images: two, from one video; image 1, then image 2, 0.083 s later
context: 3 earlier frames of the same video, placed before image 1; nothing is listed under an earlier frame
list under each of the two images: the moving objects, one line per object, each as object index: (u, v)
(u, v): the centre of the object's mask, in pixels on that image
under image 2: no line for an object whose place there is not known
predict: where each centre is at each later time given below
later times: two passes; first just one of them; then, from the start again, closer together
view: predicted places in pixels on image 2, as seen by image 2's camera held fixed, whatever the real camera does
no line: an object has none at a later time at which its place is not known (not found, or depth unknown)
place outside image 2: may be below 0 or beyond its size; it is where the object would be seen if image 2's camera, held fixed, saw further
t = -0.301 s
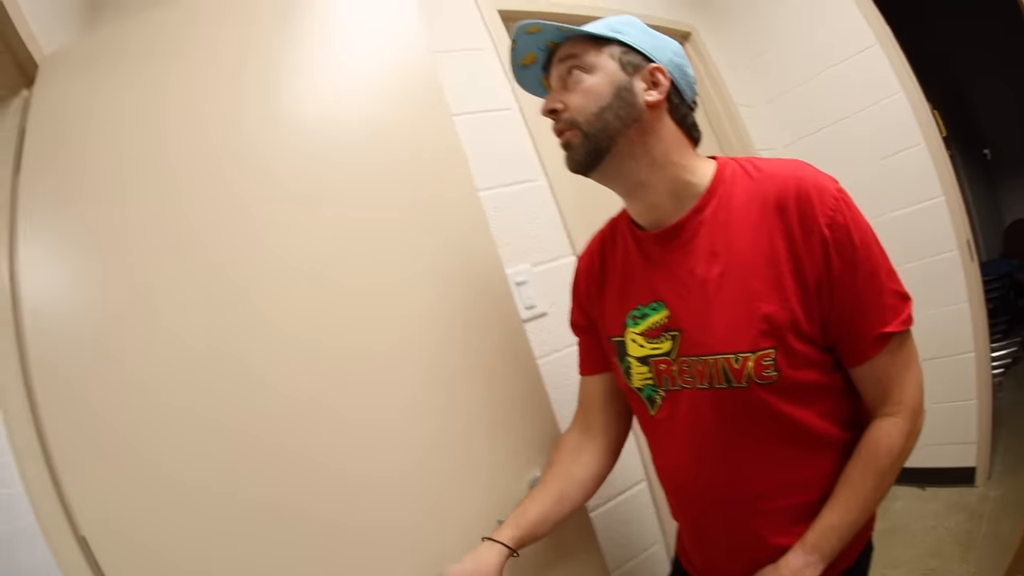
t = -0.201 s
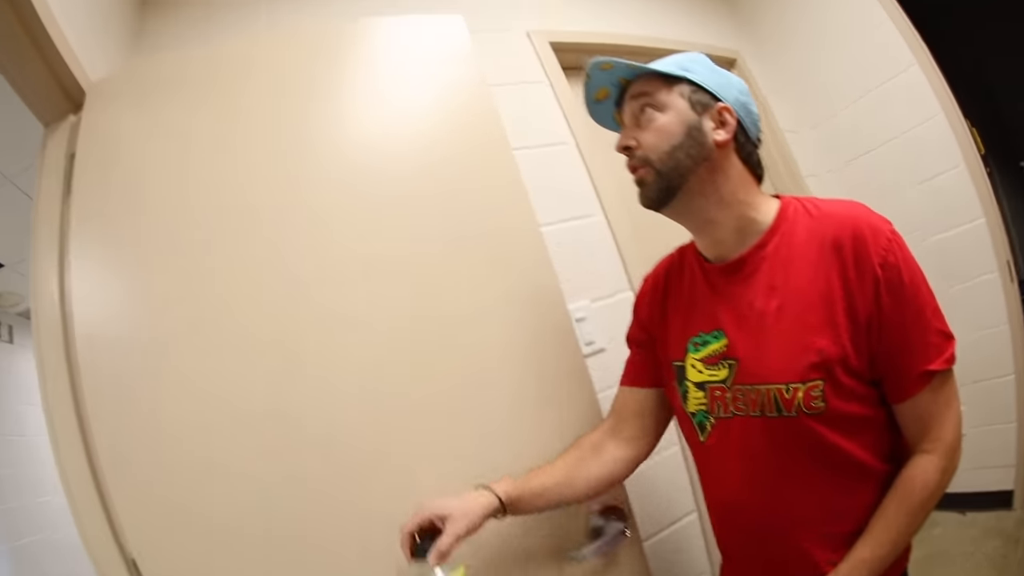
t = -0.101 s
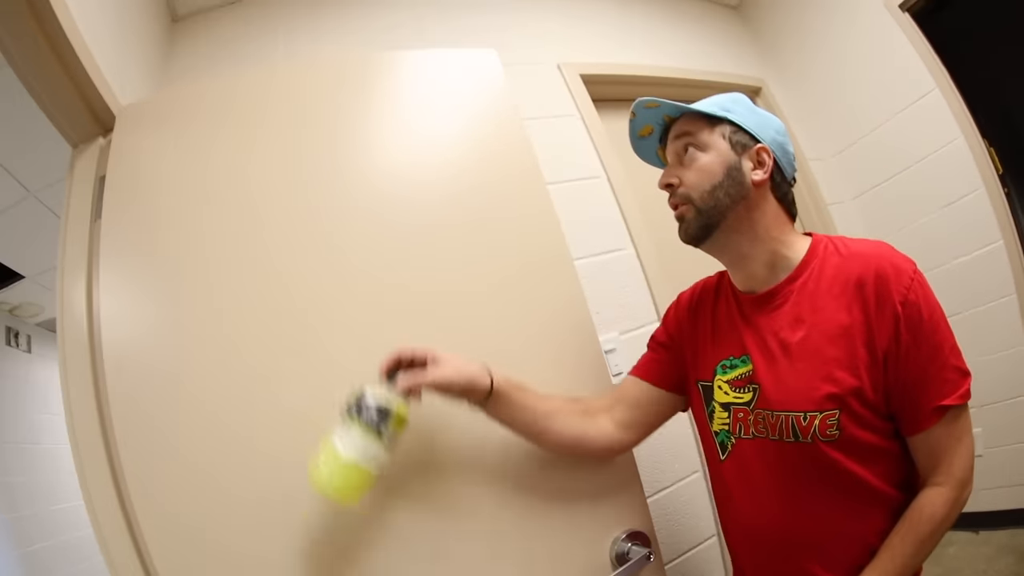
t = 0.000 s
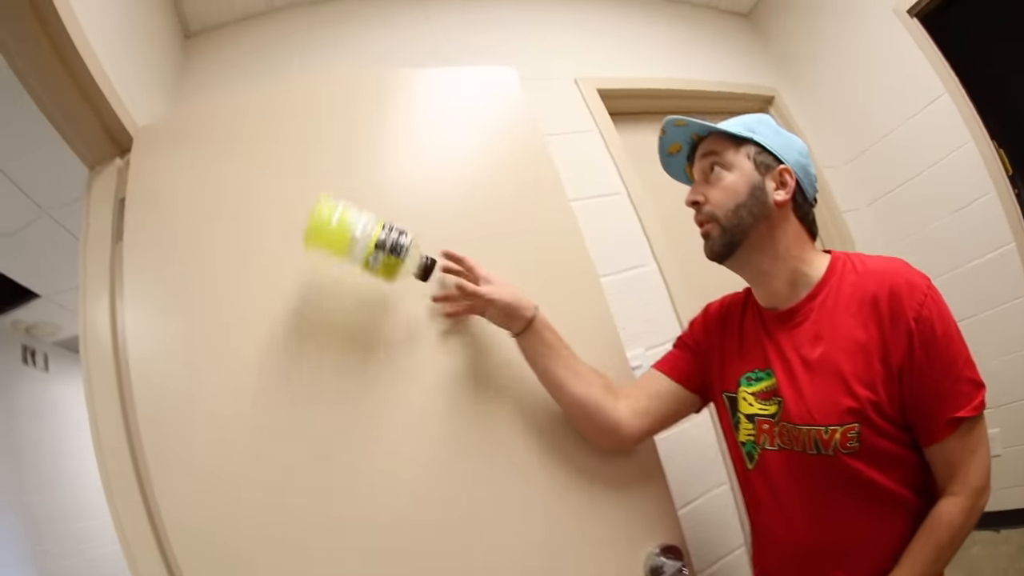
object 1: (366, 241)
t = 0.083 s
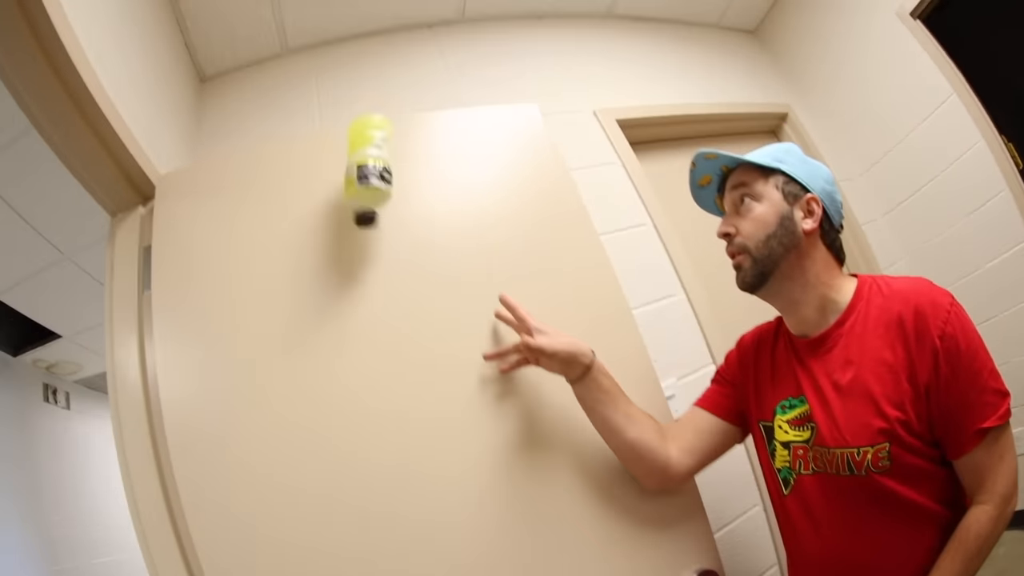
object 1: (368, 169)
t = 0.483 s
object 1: (428, 47)
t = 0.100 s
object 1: (365, 150)
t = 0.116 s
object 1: (363, 133)
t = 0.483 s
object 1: (428, 47)
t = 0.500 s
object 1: (433, 52)
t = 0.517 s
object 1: (438, 58)
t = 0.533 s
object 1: (444, 64)
